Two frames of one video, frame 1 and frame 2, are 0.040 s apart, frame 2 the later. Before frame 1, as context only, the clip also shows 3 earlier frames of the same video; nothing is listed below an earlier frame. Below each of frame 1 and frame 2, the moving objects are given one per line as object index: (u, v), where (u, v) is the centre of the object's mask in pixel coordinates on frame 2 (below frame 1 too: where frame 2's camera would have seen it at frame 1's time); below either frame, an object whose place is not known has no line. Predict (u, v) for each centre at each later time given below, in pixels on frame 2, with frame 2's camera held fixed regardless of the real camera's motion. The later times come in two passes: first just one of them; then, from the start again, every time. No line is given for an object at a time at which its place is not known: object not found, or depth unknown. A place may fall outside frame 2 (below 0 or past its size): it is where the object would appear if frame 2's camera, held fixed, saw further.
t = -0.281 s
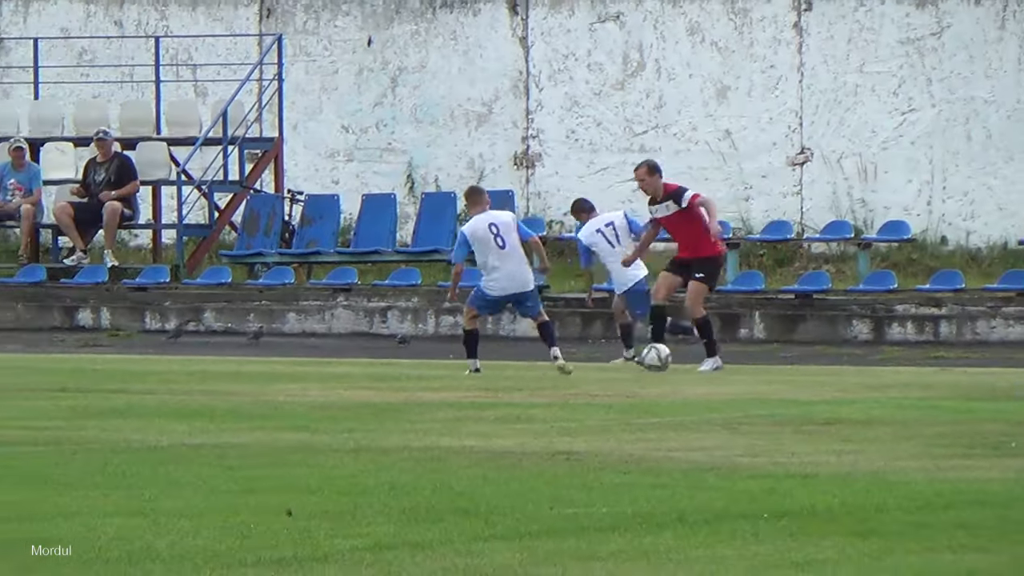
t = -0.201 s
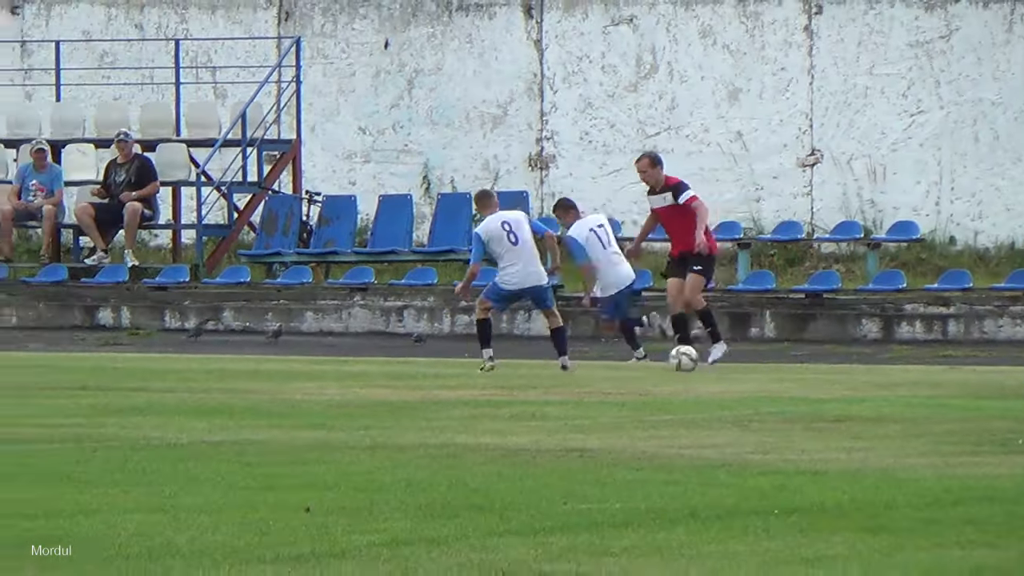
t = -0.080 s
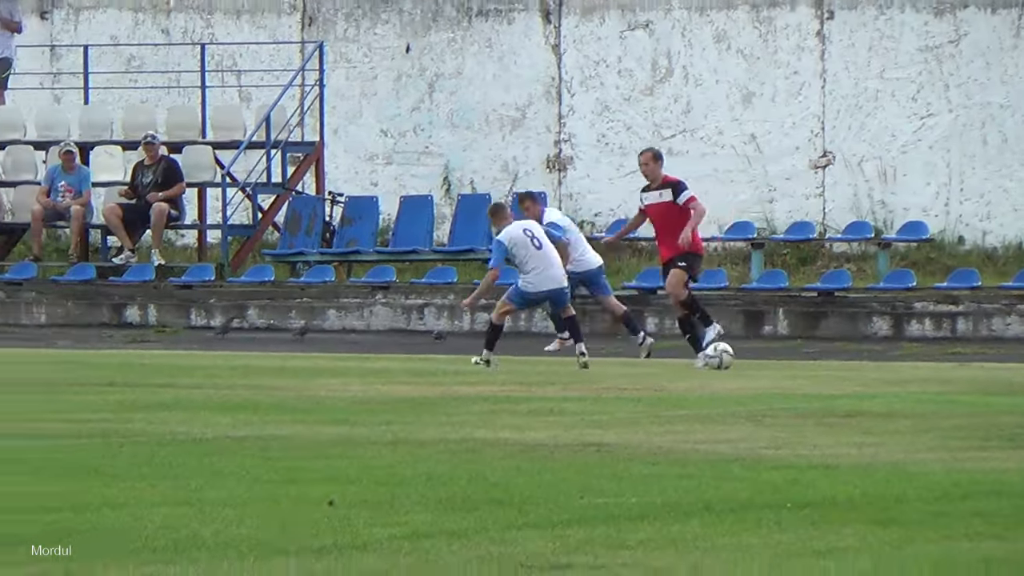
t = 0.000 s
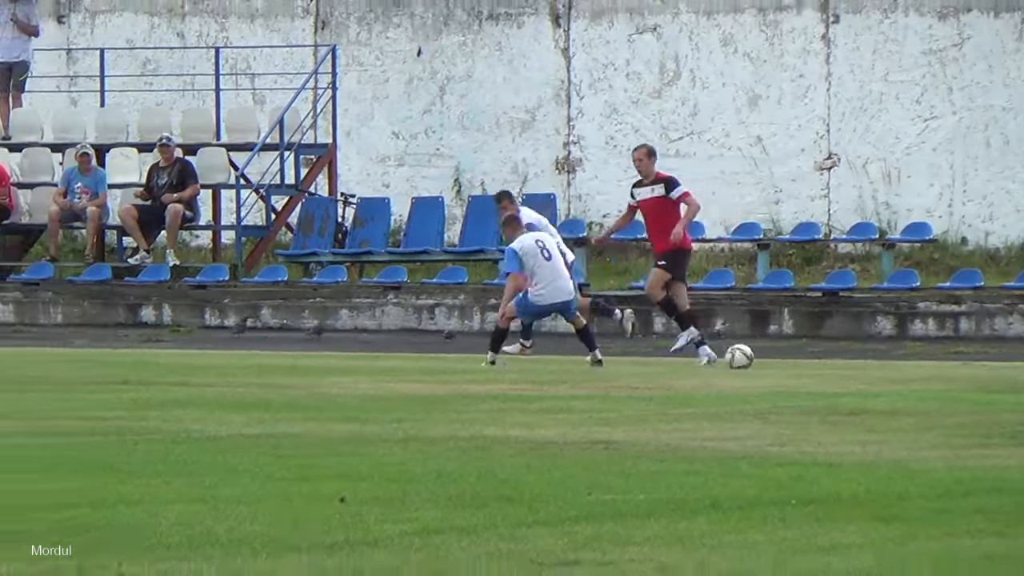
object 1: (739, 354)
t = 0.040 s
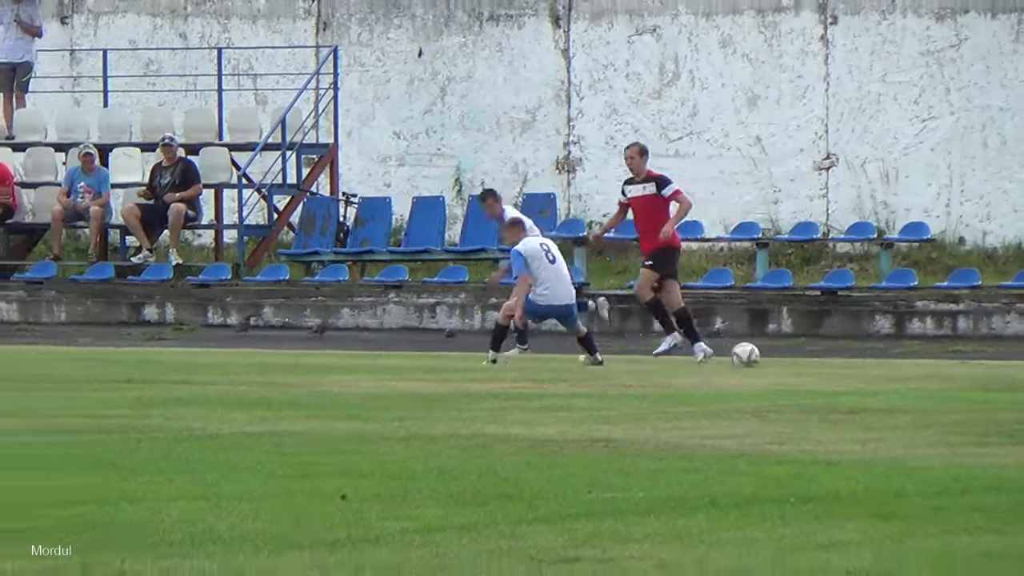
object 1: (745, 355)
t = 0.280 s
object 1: (778, 355)
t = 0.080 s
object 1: (751, 354)
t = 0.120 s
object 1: (756, 354)
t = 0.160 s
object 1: (762, 355)
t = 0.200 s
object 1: (770, 356)
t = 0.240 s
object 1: (773, 356)
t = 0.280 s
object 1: (778, 355)
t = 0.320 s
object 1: (783, 355)
